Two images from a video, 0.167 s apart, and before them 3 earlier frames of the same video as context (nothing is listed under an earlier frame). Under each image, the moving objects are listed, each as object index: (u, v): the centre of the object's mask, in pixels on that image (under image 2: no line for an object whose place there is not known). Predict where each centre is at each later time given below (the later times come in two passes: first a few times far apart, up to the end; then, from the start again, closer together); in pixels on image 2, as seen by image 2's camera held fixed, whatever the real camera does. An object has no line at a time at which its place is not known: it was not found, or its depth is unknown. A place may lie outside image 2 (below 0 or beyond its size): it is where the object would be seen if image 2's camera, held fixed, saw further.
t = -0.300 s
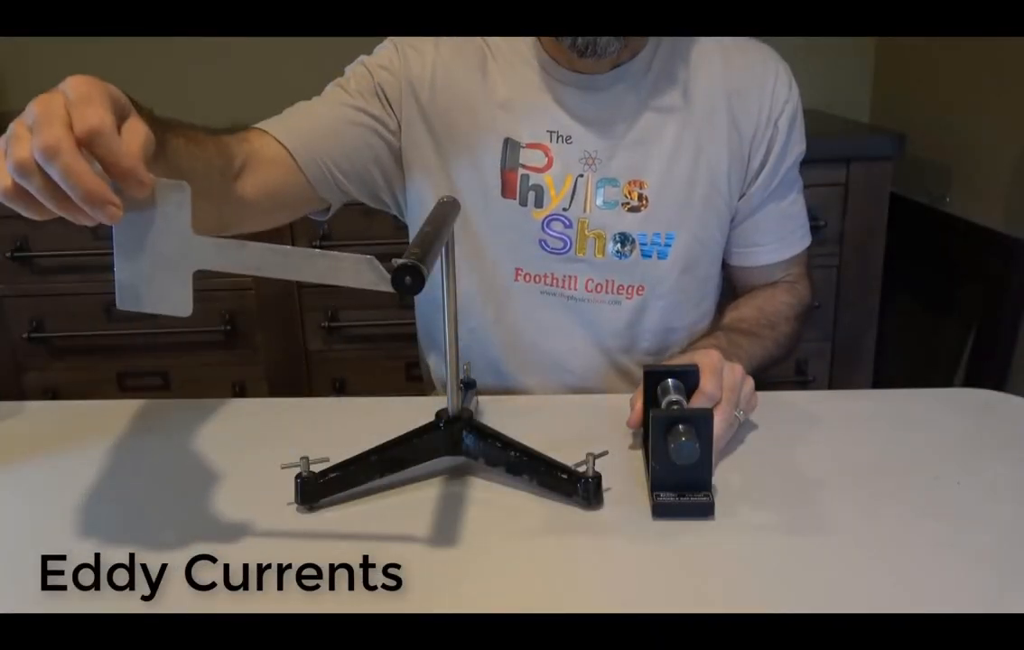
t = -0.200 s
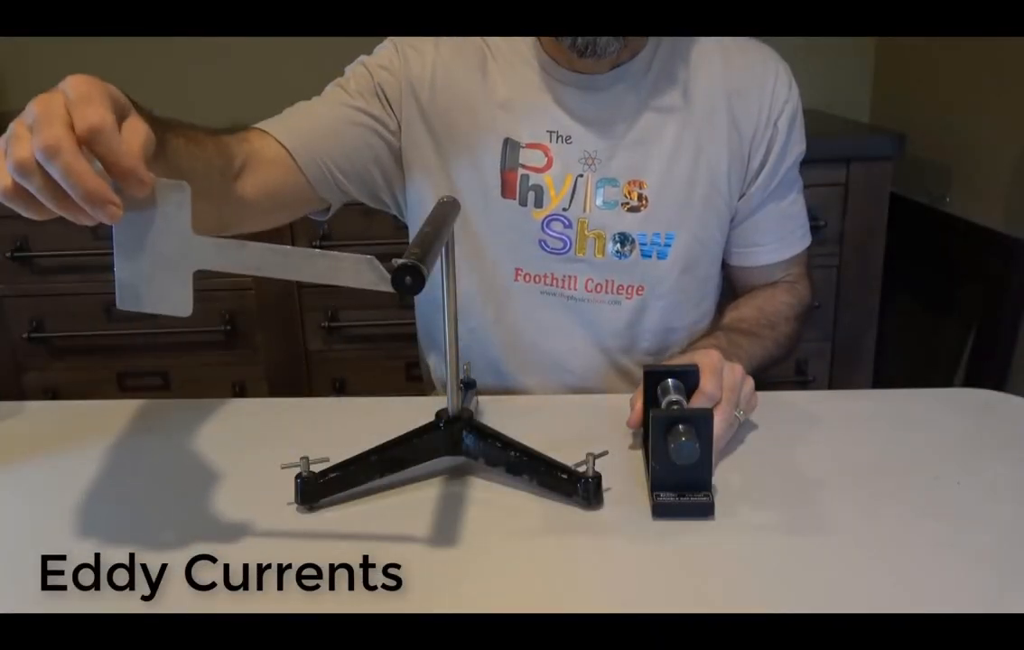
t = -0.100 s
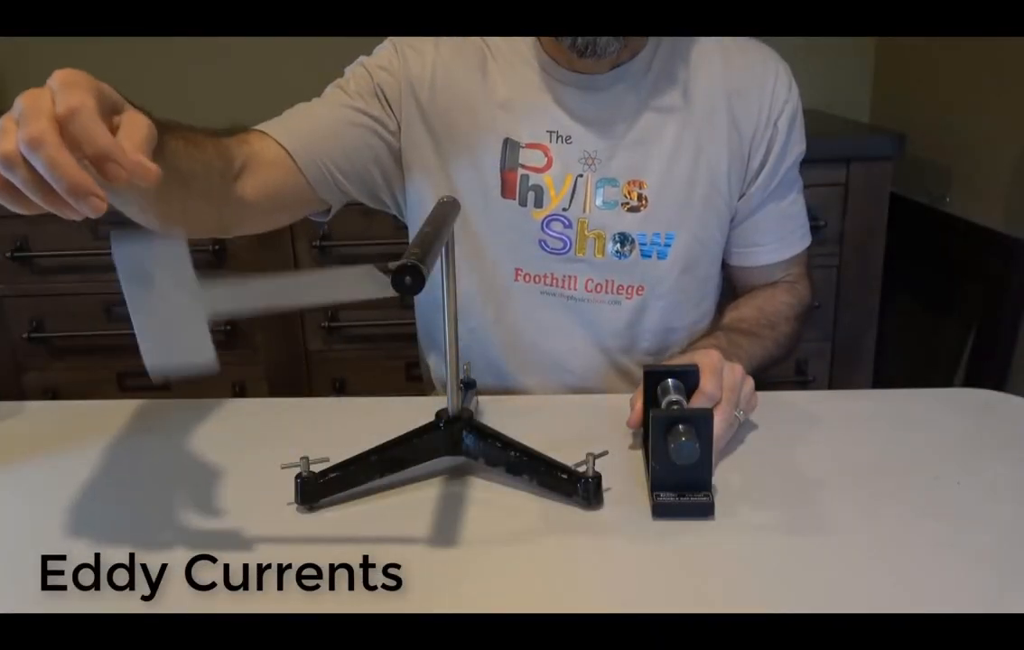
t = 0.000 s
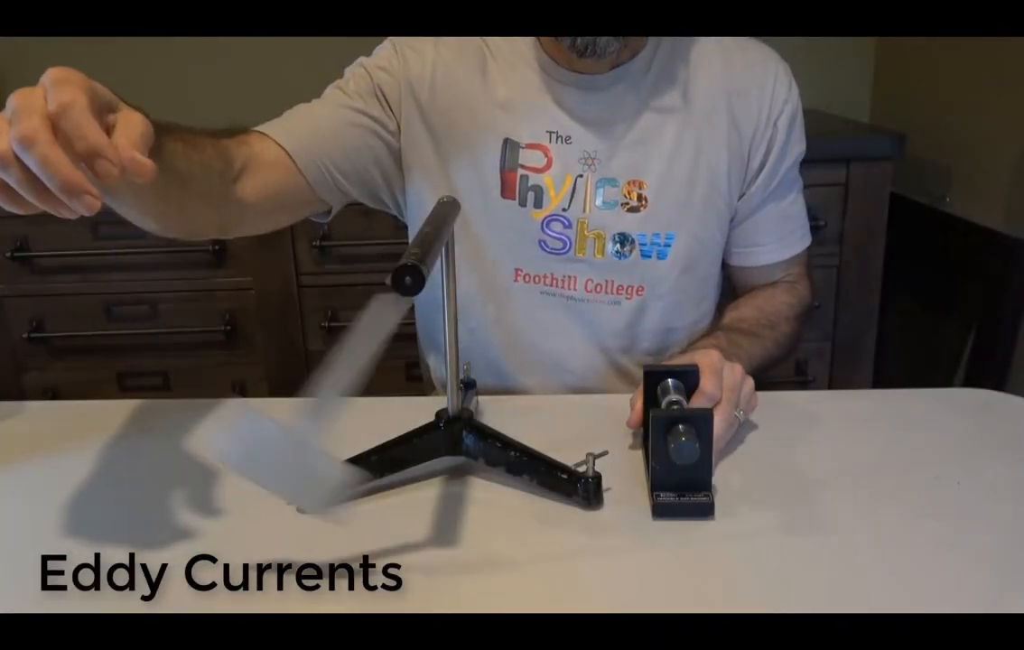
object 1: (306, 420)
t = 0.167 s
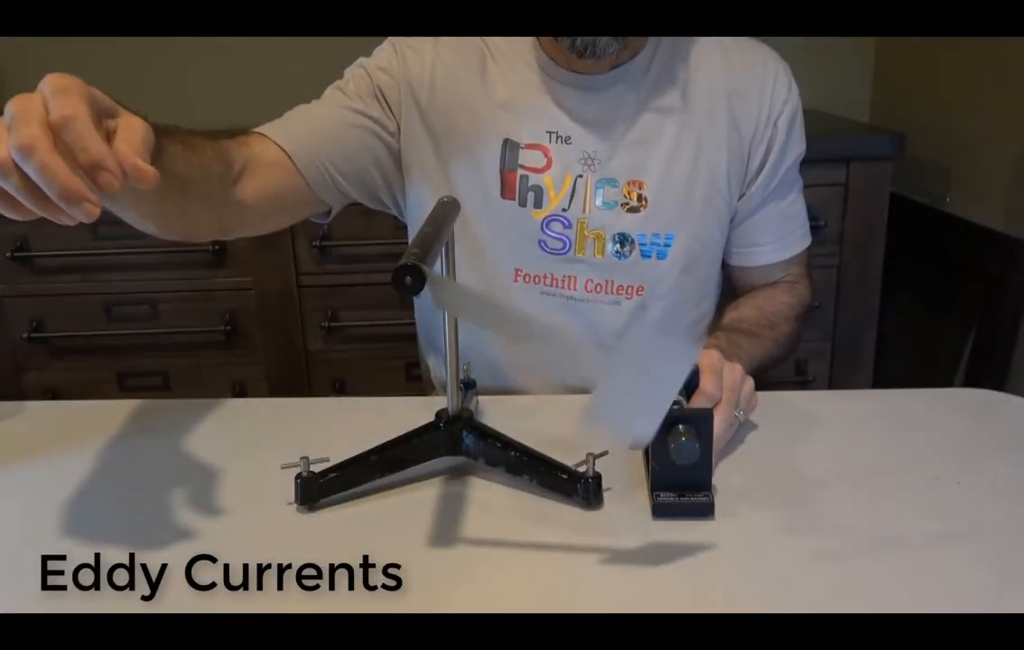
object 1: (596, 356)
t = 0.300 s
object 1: (620, 277)
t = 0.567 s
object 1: (335, 430)
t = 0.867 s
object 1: (256, 377)
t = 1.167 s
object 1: (612, 318)
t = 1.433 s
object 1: (401, 453)
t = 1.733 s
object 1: (254, 376)
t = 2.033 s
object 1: (596, 351)
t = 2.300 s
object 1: (412, 452)
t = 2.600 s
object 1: (268, 391)
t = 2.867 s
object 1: (575, 381)
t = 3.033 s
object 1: (563, 401)
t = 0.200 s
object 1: (613, 319)
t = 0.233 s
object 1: (616, 290)
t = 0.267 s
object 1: (622, 278)
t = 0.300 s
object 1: (620, 277)
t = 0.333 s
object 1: (620, 287)
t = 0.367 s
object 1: (619, 312)
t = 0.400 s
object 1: (620, 332)
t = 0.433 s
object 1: (567, 392)
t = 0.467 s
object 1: (525, 424)
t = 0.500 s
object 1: (460, 447)
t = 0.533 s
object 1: (394, 456)
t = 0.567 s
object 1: (335, 430)
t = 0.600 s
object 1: (285, 402)
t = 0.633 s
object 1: (253, 369)
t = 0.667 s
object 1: (233, 339)
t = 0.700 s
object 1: (221, 318)
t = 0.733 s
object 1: (216, 307)
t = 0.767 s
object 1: (215, 308)
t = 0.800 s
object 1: (220, 321)
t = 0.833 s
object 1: (233, 343)
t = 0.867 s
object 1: (256, 377)
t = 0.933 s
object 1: (350, 437)
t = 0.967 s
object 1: (411, 448)
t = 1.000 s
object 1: (472, 446)
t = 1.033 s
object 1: (527, 425)
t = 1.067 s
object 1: (562, 383)
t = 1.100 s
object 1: (592, 358)
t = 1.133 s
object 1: (605, 335)
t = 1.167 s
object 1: (612, 318)
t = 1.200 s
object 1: (614, 311)
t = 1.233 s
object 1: (611, 319)
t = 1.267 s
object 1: (609, 334)
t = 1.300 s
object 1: (594, 360)
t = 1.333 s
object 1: (557, 404)
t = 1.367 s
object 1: (507, 431)
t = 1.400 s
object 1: (458, 448)
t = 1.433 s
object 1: (401, 453)
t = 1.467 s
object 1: (341, 435)
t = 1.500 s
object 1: (298, 414)
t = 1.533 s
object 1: (263, 384)
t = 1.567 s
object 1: (244, 359)
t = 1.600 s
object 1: (232, 342)
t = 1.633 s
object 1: (227, 334)
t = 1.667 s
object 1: (229, 337)
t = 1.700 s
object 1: (237, 351)
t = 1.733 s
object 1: (254, 376)
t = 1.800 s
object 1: (326, 429)
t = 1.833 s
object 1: (387, 450)
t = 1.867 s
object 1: (439, 453)
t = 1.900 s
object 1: (487, 446)
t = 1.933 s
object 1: (534, 419)
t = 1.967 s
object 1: (567, 394)
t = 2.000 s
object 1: (583, 368)
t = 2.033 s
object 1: (596, 351)
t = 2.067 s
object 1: (602, 340)
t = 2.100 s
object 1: (602, 341)
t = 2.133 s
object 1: (592, 356)
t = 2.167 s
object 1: (581, 377)
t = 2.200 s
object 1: (556, 407)
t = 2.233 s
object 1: (516, 431)
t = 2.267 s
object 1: (467, 448)
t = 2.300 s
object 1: (412, 452)
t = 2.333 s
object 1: (361, 442)
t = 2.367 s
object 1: (318, 425)
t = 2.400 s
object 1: (283, 401)
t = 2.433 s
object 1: (259, 380)
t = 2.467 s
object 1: (246, 365)
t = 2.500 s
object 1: (241, 358)
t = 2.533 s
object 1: (242, 360)
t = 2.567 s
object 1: (251, 371)
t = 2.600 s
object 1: (268, 391)
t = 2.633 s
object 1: (298, 416)
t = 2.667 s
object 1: (339, 435)
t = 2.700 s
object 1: (394, 452)
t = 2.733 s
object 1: (440, 452)
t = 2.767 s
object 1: (486, 443)
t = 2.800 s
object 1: (527, 421)
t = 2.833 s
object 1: (559, 405)
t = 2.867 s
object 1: (575, 381)
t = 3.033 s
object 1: (563, 401)
